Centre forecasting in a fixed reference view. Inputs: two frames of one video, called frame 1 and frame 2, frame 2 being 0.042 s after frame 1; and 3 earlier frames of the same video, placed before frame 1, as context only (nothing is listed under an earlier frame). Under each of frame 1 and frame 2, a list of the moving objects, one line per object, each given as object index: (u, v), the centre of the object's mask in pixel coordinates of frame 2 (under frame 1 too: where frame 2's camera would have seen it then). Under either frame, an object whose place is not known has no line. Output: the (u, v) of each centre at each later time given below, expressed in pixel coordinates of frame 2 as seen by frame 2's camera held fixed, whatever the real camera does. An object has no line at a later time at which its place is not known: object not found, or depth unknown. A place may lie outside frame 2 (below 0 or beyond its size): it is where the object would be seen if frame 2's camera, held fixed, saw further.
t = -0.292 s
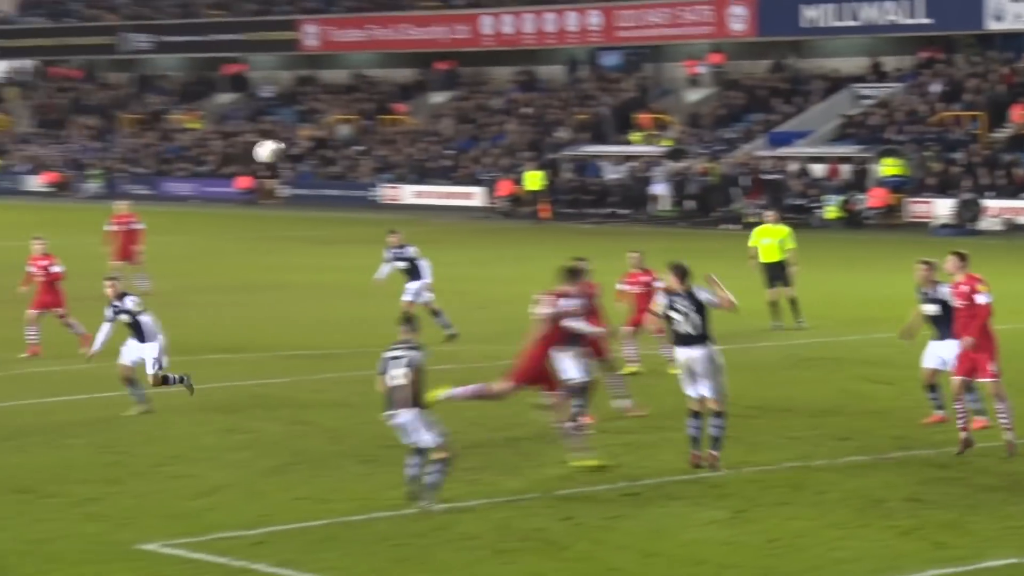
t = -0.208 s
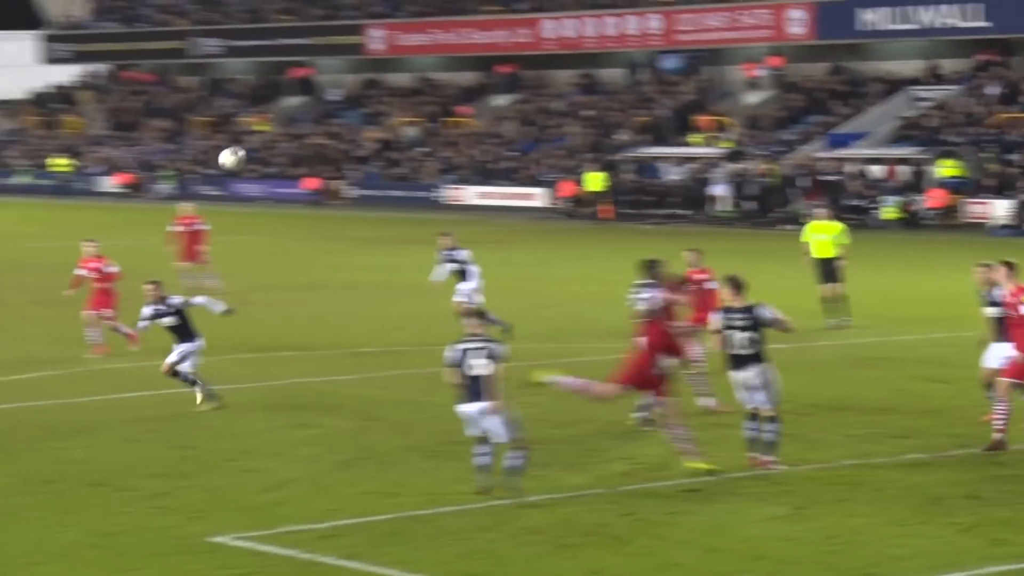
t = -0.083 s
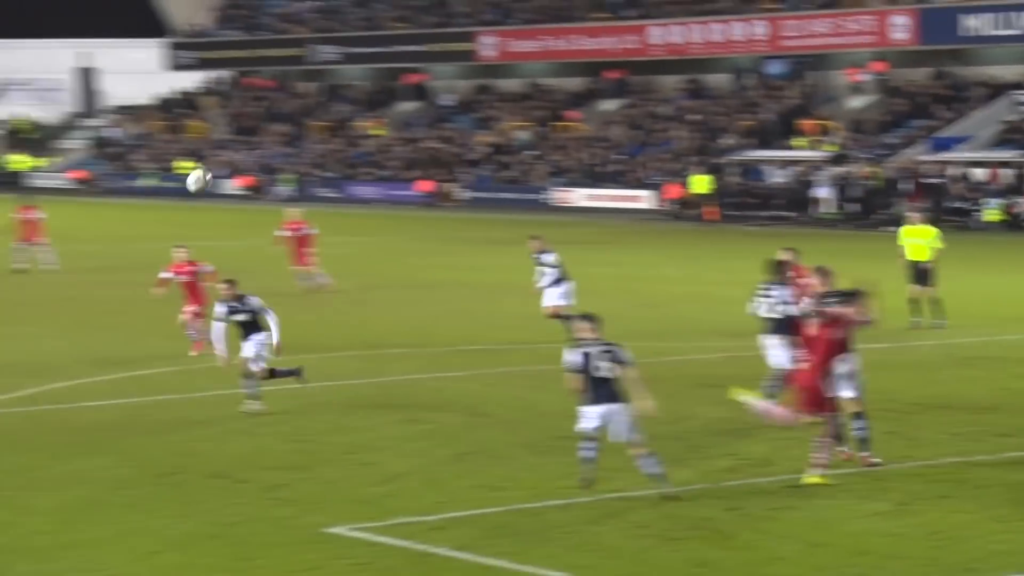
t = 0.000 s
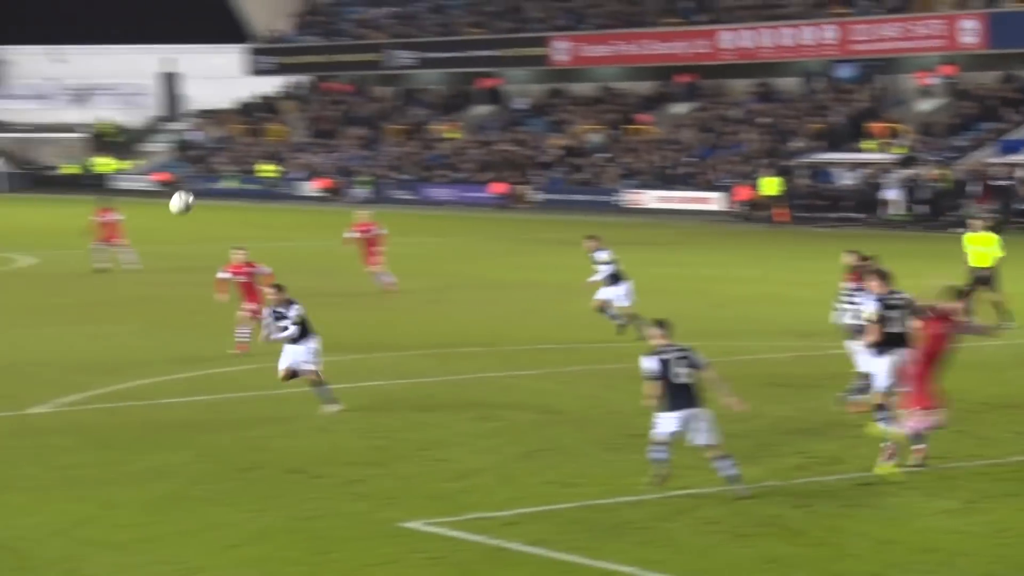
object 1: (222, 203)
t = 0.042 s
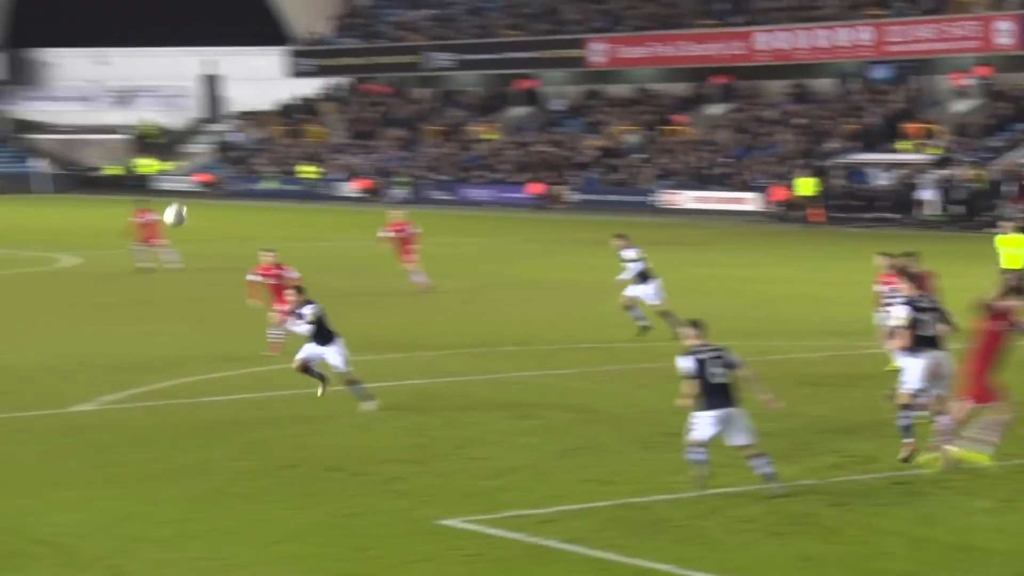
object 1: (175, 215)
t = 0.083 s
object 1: (128, 229)
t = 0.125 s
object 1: (81, 244)
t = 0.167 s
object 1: (33, 260)
